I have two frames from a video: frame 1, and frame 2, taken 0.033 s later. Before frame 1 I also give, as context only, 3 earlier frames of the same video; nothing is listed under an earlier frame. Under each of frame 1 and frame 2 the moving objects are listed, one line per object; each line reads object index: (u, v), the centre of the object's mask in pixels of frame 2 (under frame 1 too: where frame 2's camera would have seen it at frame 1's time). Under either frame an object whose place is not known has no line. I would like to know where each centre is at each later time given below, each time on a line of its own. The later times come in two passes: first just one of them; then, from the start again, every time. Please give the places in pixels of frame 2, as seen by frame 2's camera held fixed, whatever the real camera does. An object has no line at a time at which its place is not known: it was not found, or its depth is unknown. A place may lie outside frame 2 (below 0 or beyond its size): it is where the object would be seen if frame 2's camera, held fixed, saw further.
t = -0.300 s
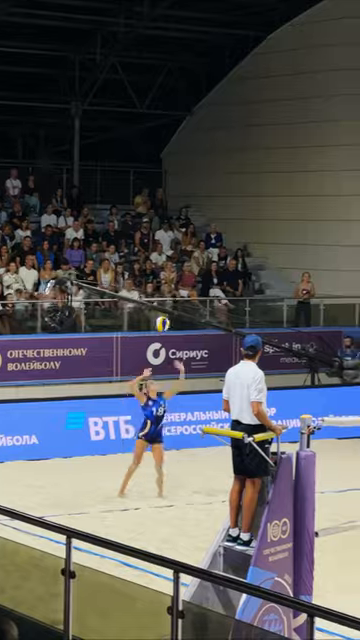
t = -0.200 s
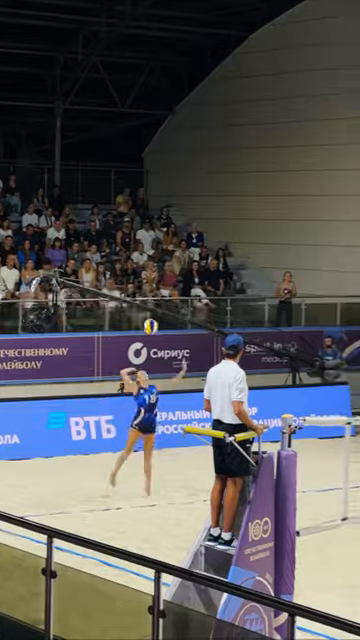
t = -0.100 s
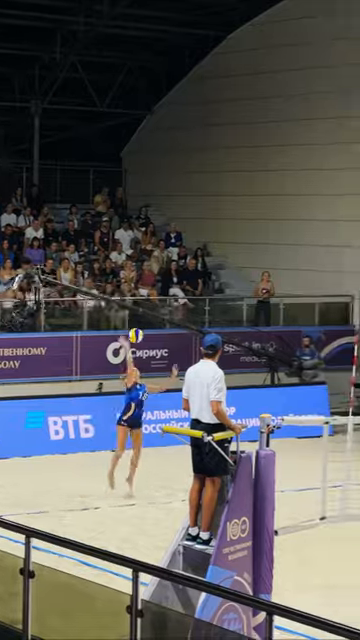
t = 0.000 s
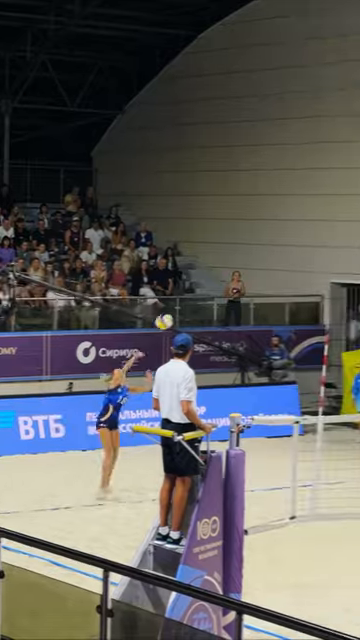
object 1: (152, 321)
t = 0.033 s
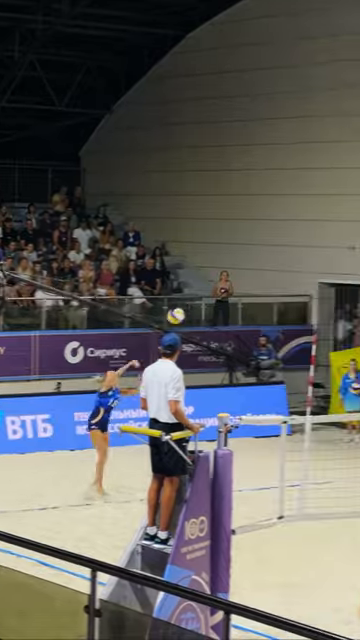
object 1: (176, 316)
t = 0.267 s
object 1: (355, 289)
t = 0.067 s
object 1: (200, 310)
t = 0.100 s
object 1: (225, 305)
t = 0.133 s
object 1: (249, 300)
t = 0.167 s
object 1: (275, 296)
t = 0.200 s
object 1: (300, 293)
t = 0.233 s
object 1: (327, 290)
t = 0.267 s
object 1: (355, 289)
